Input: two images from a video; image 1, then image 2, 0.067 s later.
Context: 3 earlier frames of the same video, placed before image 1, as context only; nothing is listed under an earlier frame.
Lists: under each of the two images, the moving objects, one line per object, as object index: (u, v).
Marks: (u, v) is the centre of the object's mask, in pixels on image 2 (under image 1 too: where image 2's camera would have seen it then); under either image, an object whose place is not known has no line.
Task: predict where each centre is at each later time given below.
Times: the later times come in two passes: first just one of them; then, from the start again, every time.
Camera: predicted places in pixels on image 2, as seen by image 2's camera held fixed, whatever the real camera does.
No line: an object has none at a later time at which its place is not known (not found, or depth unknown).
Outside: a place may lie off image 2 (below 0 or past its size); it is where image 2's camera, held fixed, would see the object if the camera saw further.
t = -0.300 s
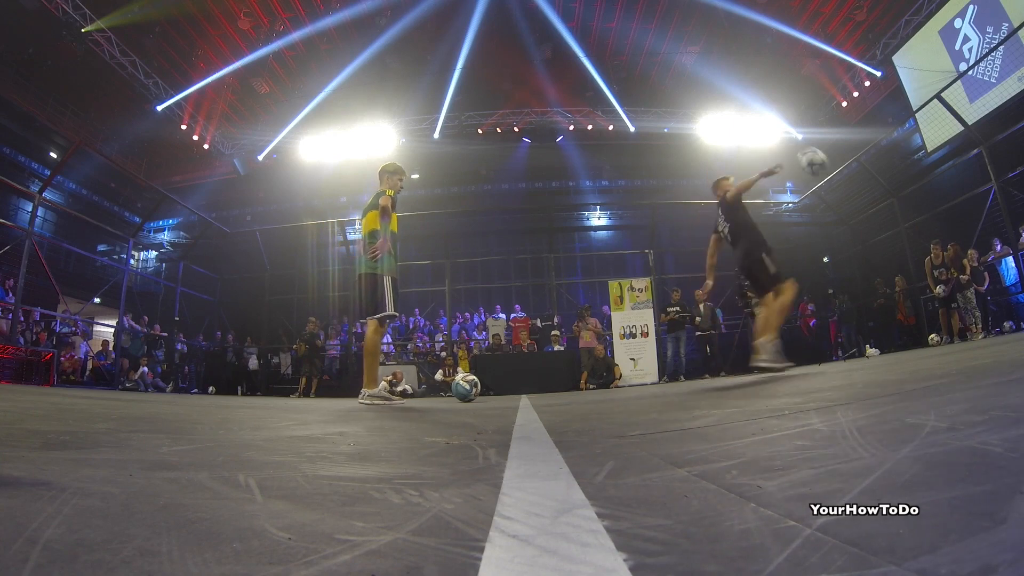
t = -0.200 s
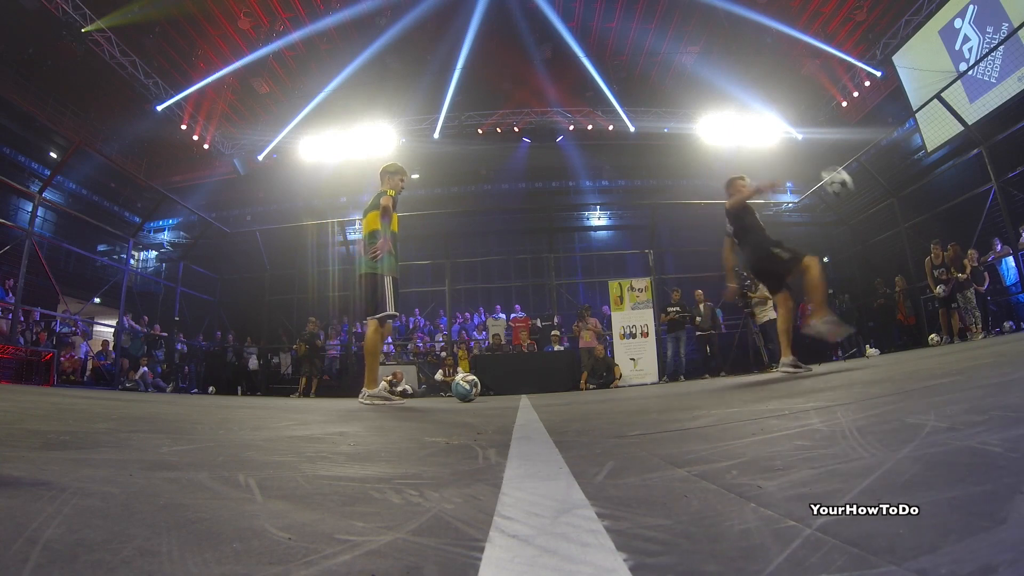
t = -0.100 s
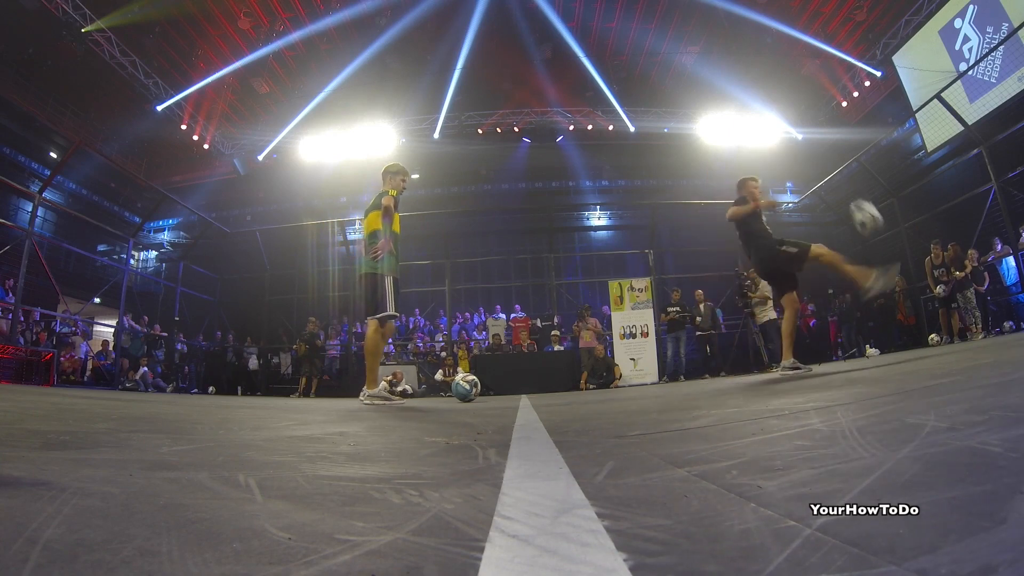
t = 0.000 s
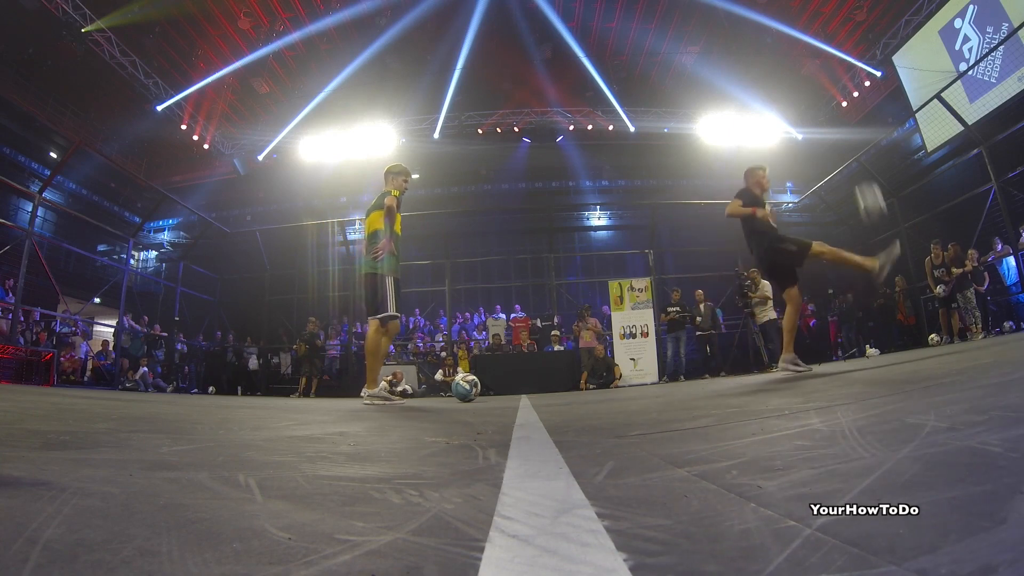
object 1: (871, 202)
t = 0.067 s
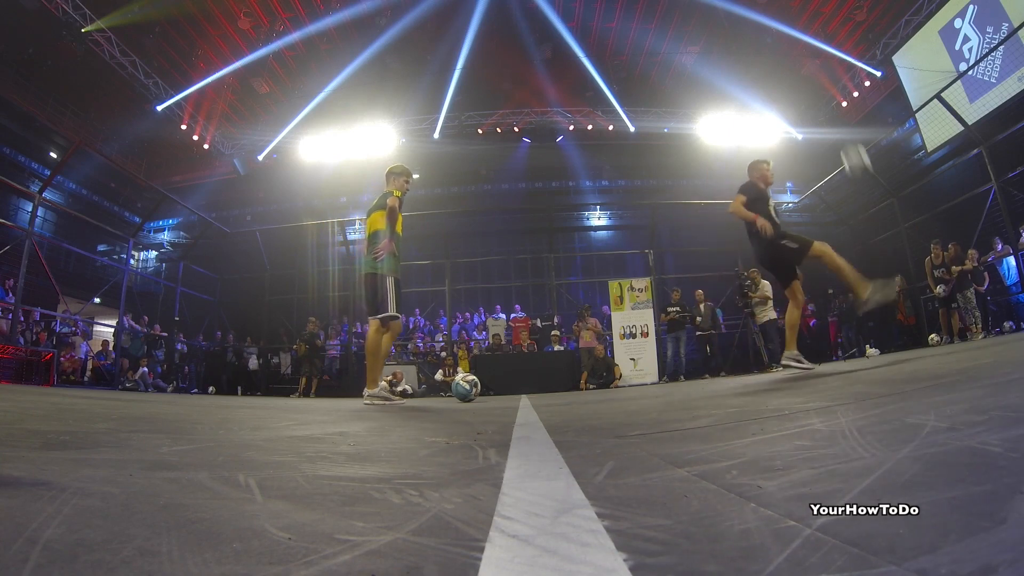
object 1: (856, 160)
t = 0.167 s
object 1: (836, 112)
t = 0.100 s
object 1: (849, 143)
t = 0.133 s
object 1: (842, 126)
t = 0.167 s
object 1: (836, 112)
